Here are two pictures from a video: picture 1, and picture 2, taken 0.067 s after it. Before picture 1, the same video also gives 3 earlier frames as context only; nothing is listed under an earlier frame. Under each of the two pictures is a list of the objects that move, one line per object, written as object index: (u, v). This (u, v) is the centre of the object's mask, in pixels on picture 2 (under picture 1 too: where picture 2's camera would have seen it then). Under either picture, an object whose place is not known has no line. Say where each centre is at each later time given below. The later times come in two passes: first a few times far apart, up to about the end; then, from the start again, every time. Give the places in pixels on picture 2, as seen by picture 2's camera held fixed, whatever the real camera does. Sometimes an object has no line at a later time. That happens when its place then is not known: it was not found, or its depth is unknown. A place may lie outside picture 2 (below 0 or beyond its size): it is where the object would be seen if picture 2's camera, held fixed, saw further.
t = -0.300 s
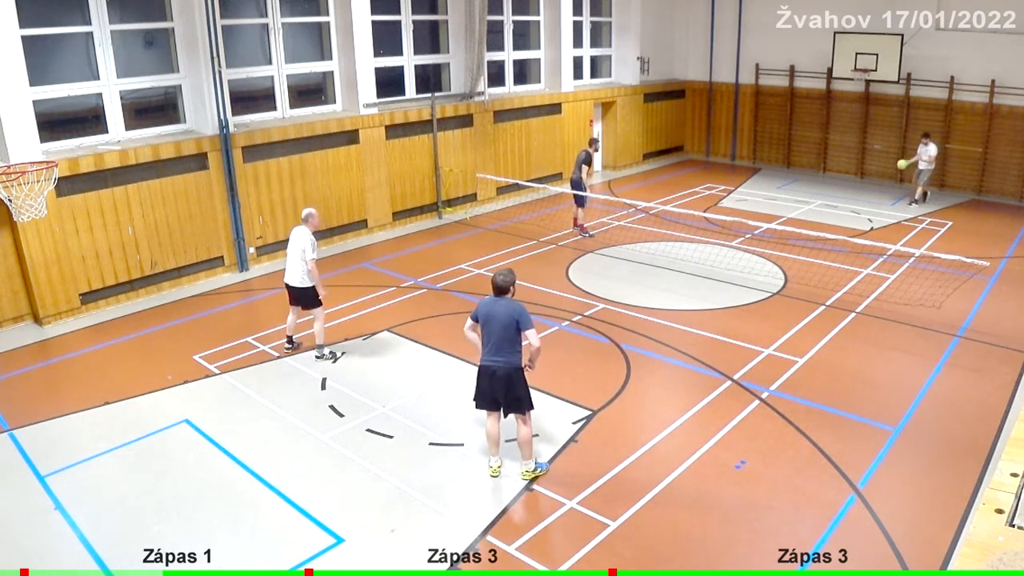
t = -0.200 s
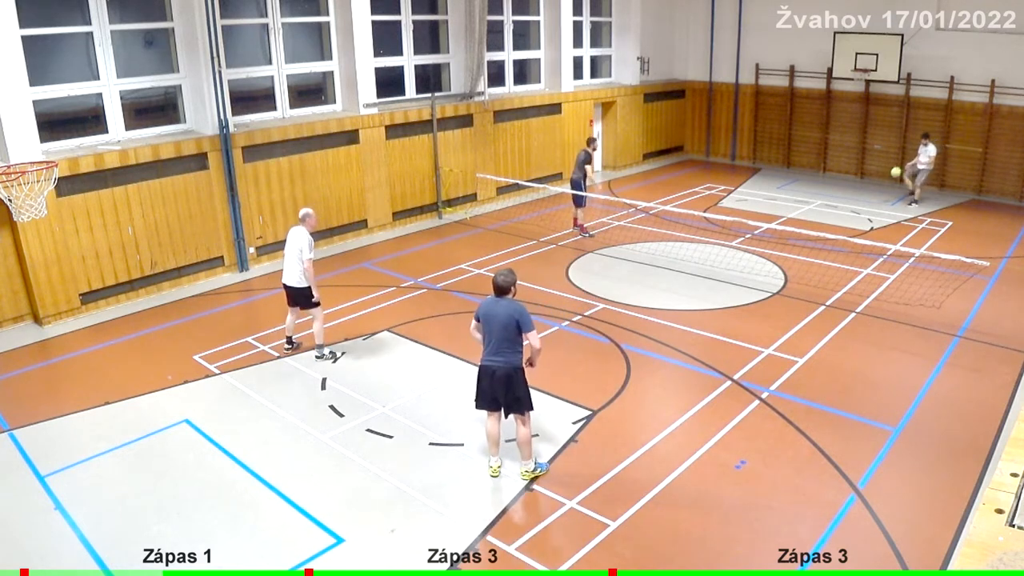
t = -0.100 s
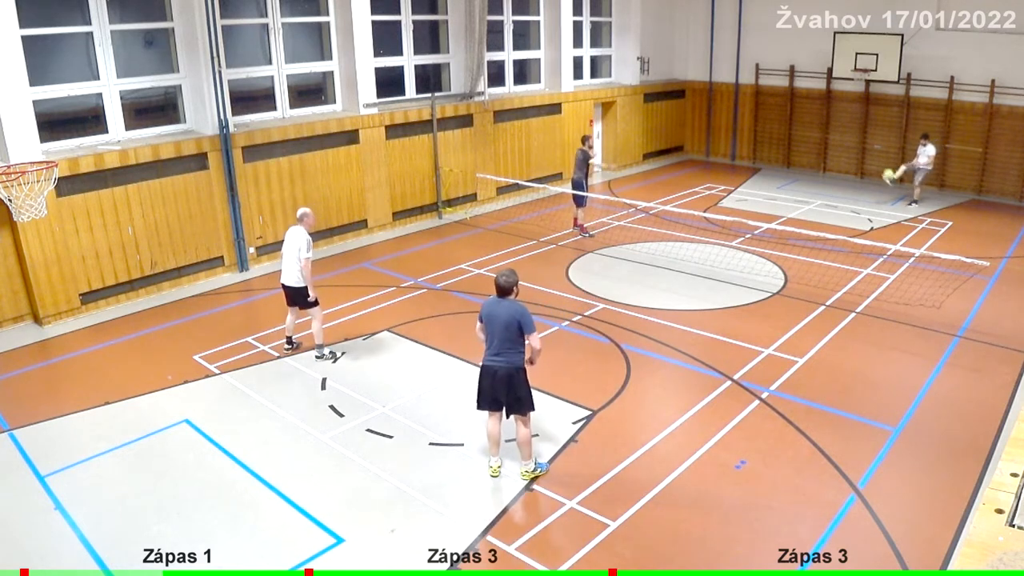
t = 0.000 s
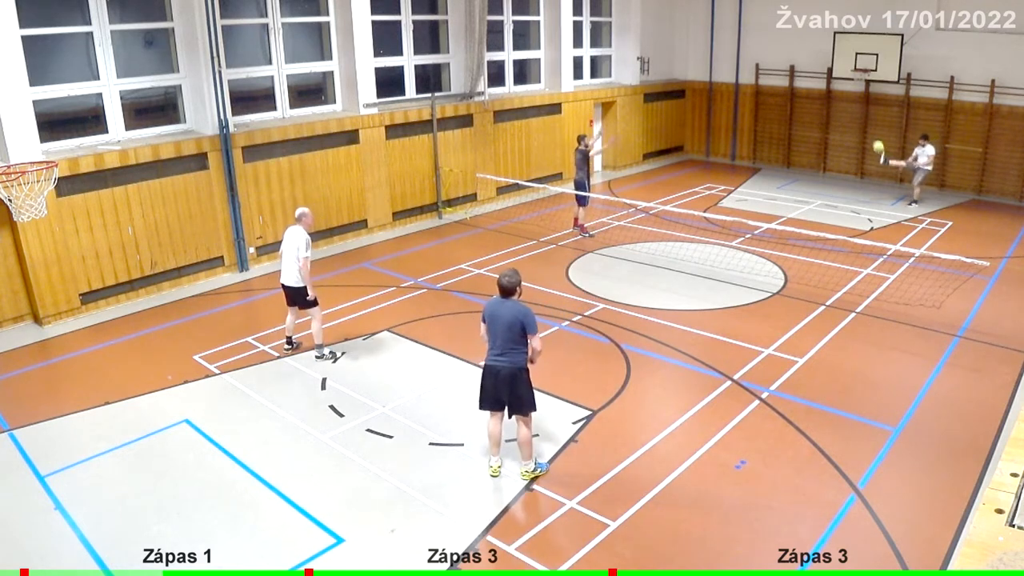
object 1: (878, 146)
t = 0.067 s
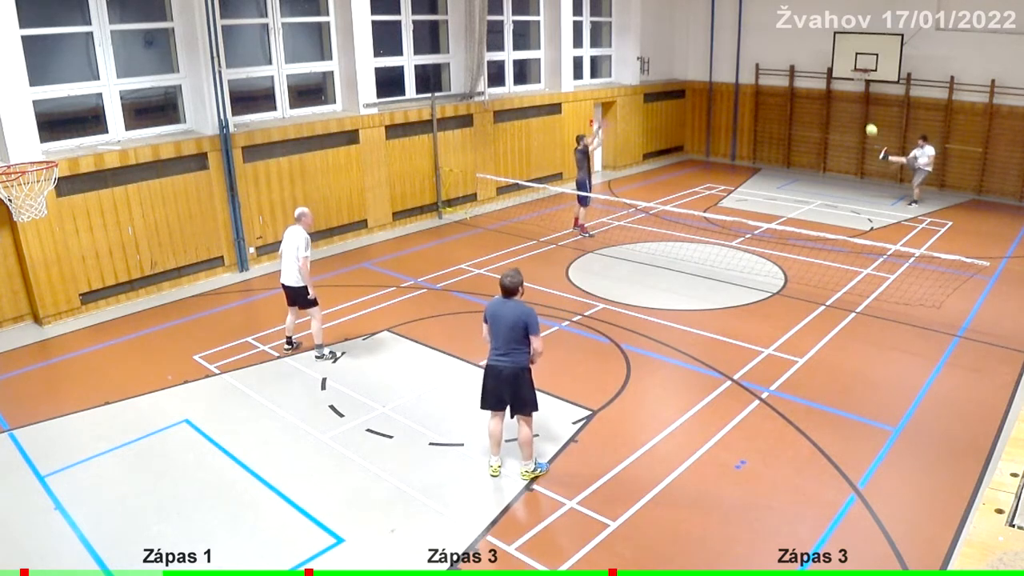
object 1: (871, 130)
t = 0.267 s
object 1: (848, 90)
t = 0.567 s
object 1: (805, 63)
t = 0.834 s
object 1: (755, 86)
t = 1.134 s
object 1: (688, 174)
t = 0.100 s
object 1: (867, 122)
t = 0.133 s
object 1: (863, 115)
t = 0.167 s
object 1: (860, 108)
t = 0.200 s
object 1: (856, 101)
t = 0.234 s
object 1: (852, 96)
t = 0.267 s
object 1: (848, 90)
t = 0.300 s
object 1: (843, 84)
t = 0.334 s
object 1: (839, 79)
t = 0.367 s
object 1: (834, 76)
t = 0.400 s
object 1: (830, 73)
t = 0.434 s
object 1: (825, 70)
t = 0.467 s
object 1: (820, 67)
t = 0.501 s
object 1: (815, 65)
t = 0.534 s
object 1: (810, 64)
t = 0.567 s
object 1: (805, 63)
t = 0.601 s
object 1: (799, 63)
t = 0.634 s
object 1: (793, 65)
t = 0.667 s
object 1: (787, 68)
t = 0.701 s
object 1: (782, 69)
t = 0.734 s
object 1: (775, 72)
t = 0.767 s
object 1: (769, 76)
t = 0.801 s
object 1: (761, 81)
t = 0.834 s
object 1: (755, 86)
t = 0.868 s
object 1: (748, 93)
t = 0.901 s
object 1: (741, 100)
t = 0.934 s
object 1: (734, 107)
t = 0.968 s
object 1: (727, 117)
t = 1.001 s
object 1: (720, 127)
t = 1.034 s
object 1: (712, 137)
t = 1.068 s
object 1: (704, 149)
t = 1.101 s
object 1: (696, 161)
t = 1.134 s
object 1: (688, 174)
